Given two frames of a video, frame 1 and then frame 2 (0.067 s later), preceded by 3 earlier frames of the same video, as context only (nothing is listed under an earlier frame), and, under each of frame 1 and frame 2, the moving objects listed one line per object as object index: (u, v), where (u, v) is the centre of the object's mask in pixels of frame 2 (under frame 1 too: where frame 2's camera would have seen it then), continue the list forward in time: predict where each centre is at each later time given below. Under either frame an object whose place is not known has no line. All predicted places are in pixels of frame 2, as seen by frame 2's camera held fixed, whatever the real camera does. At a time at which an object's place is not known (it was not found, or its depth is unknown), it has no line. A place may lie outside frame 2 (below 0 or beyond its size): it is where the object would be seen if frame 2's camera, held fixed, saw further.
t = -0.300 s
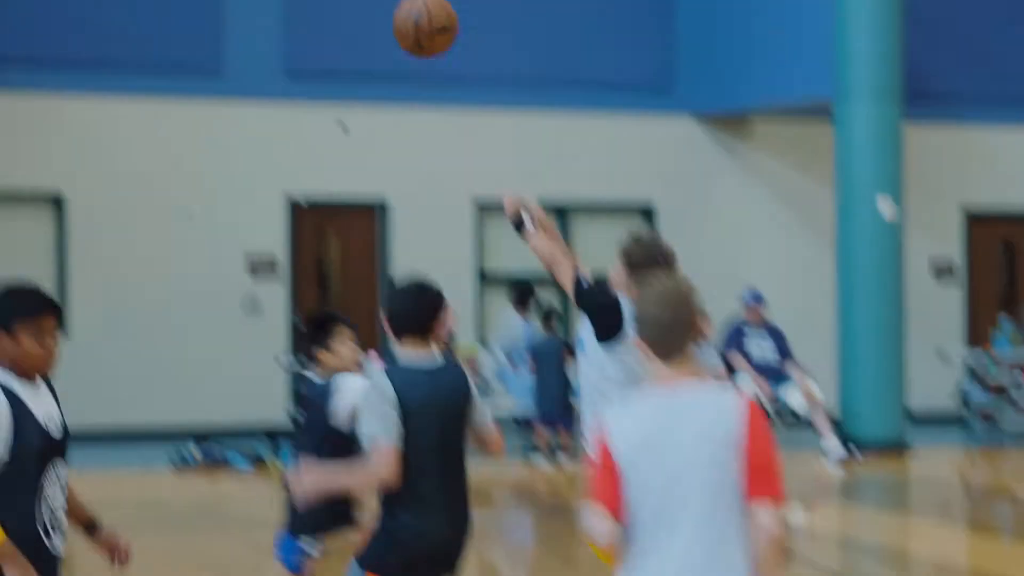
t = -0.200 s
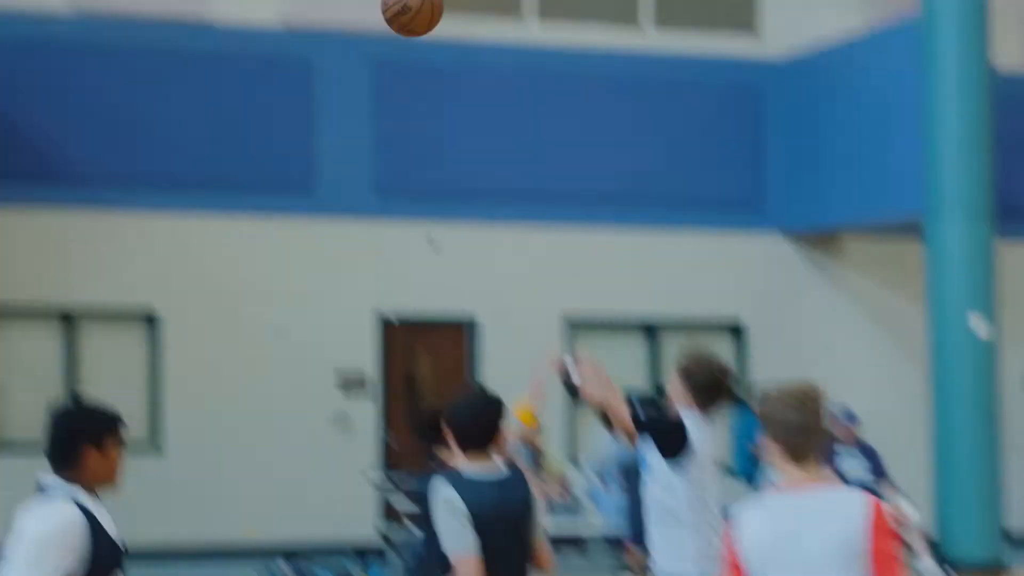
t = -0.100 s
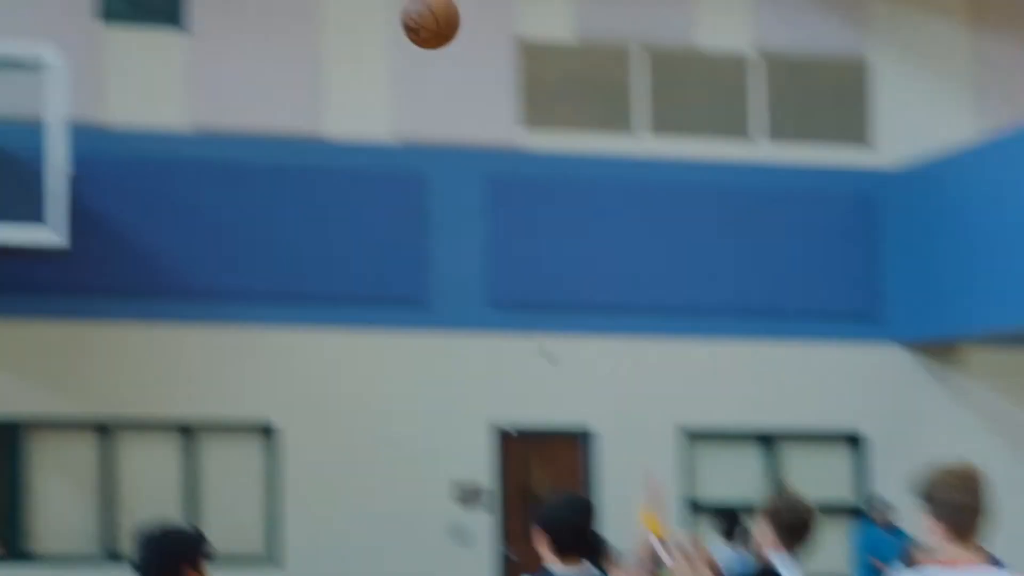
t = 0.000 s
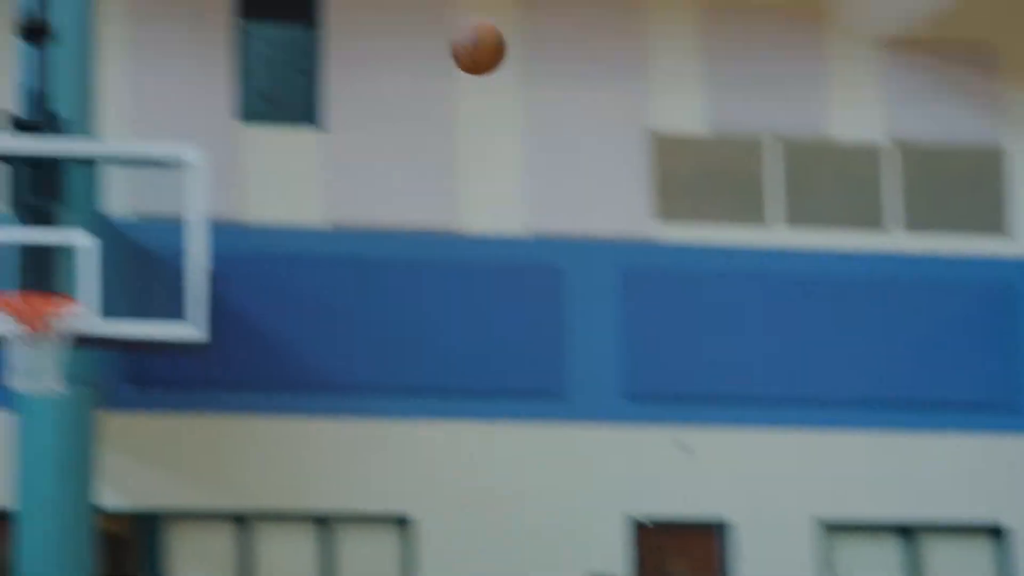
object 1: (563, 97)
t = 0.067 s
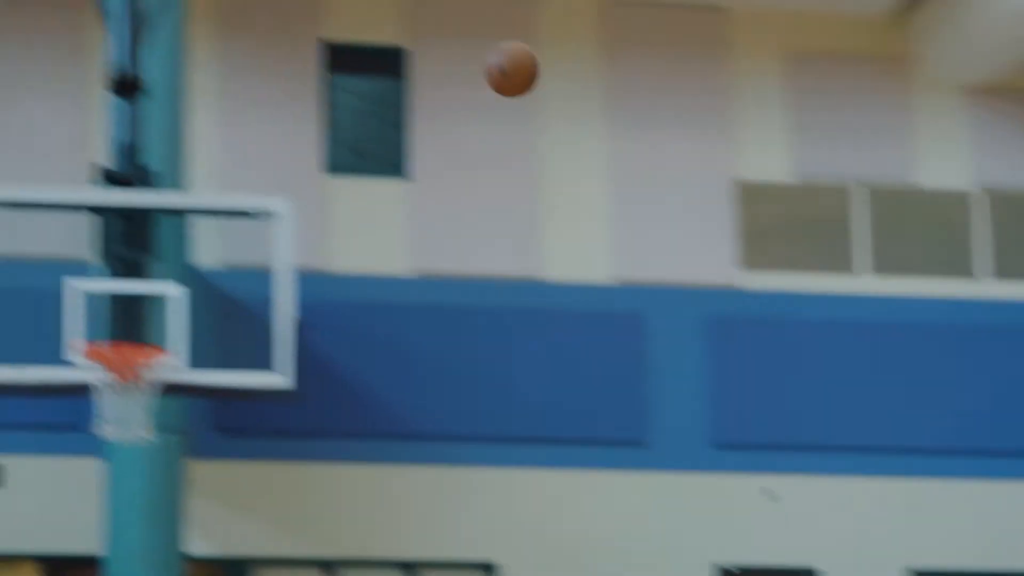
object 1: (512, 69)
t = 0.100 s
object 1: (489, 60)
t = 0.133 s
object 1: (469, 54)
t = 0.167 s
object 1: (448, 50)
